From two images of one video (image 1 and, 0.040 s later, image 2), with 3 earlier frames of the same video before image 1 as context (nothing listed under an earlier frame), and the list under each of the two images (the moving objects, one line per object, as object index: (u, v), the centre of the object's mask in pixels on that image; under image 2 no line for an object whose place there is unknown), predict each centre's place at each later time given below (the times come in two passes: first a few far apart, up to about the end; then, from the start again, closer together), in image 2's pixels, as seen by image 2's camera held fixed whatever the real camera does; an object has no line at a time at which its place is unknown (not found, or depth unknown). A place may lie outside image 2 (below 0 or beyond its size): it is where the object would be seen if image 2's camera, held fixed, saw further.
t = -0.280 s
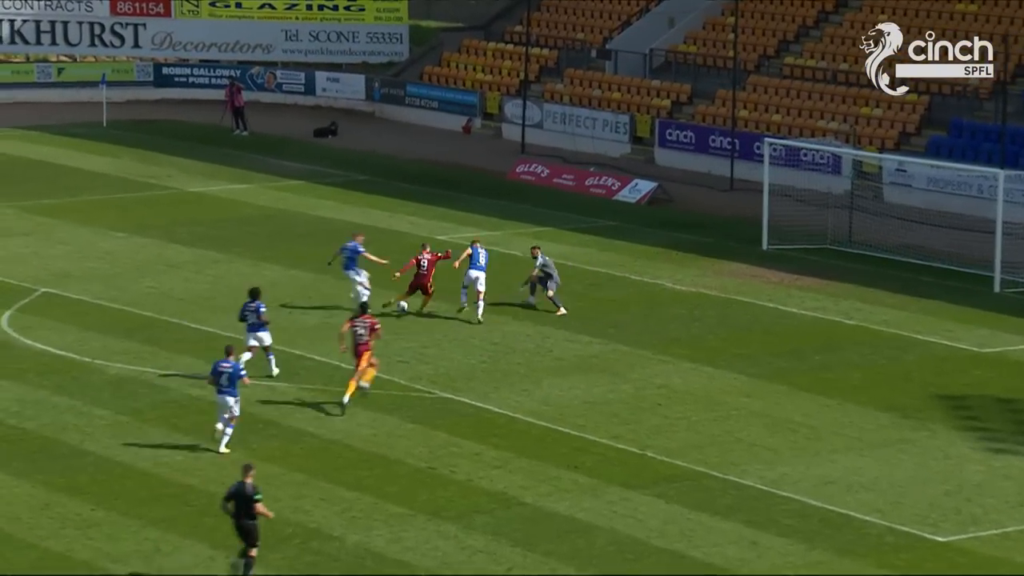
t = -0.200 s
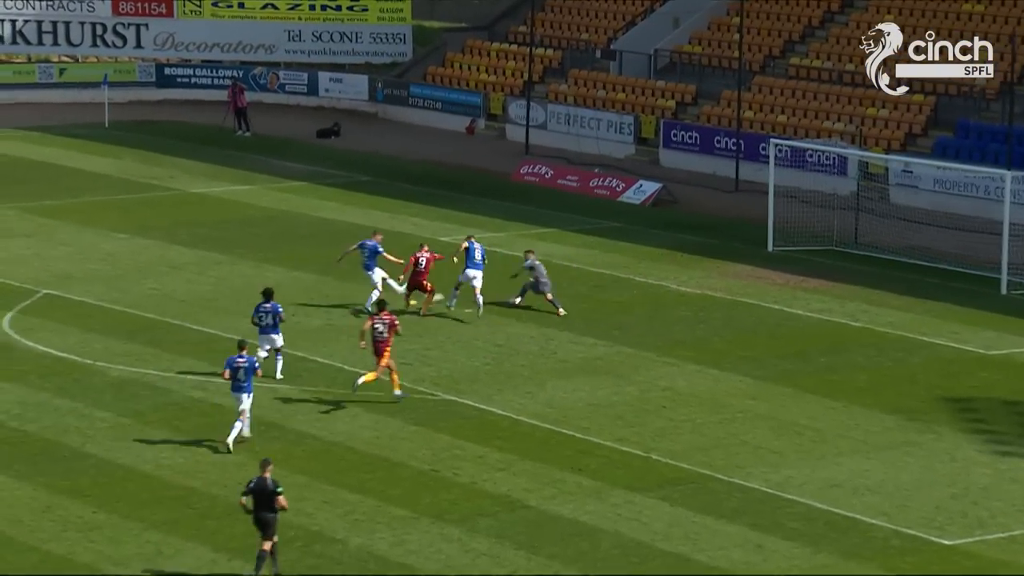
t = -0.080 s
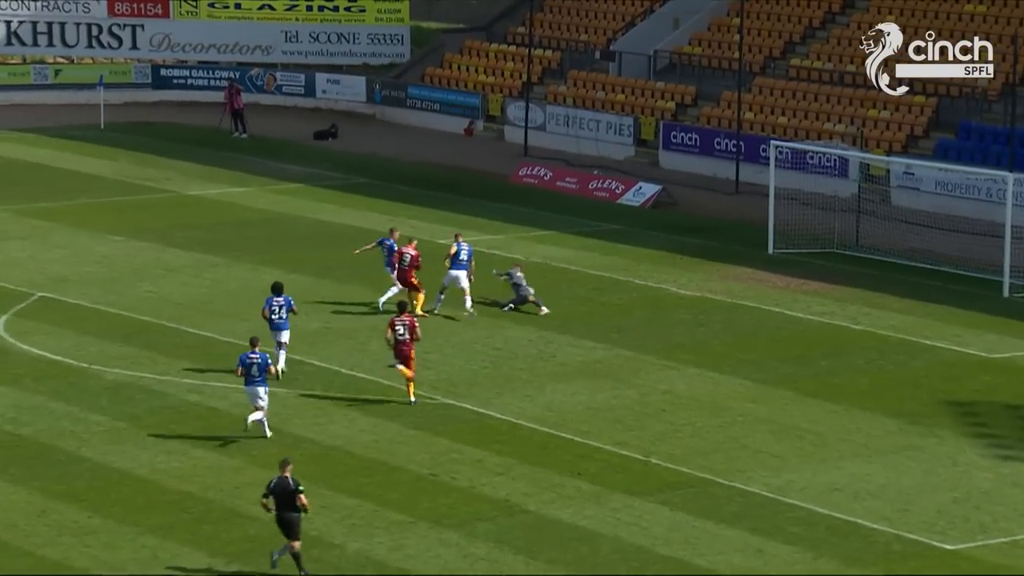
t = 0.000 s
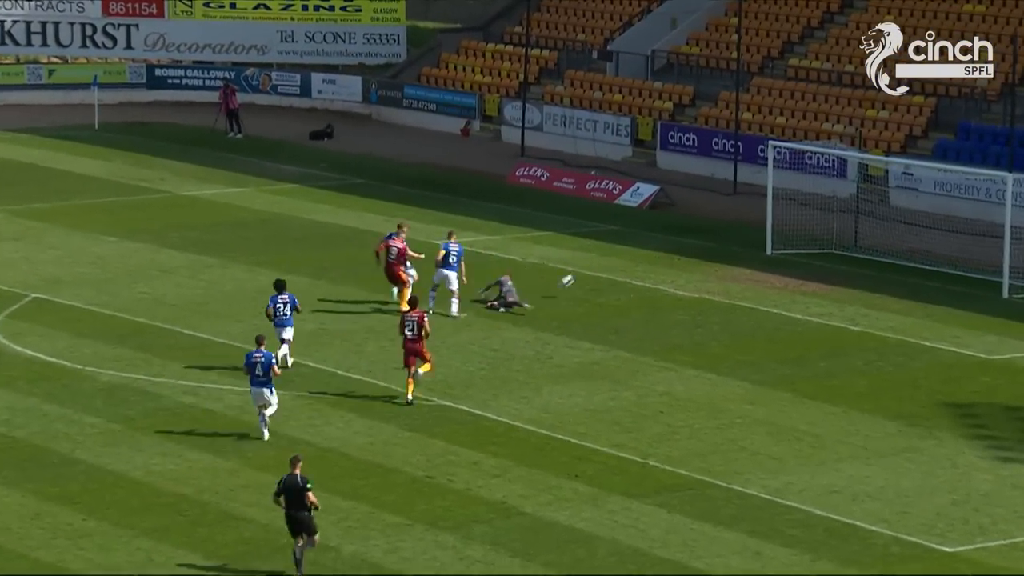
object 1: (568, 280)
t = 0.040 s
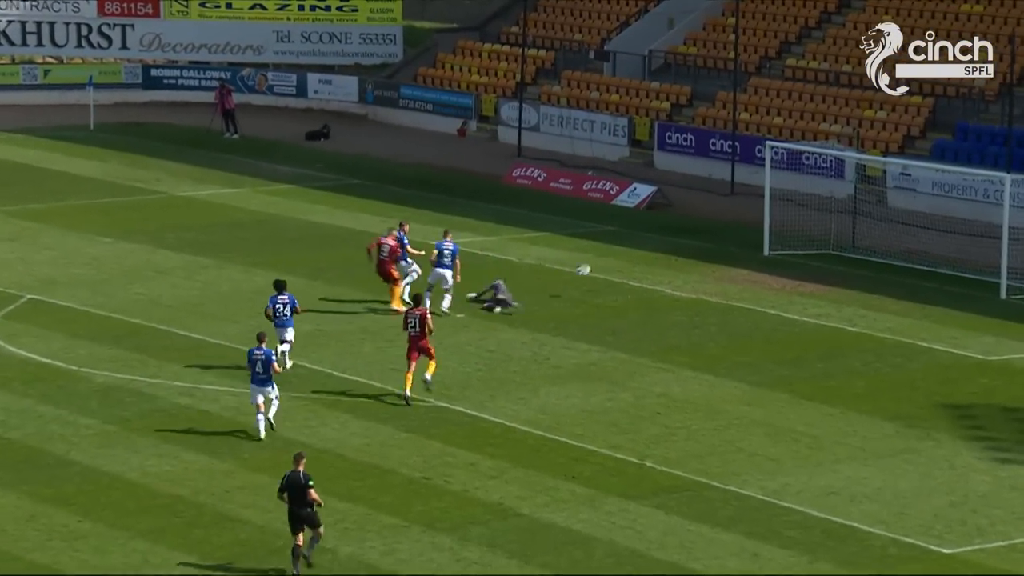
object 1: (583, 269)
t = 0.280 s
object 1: (700, 222)
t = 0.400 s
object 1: (758, 211)
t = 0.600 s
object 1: (851, 206)
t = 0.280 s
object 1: (700, 222)
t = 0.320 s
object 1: (720, 218)
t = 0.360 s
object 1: (739, 215)
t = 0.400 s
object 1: (758, 211)
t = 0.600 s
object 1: (851, 206)
